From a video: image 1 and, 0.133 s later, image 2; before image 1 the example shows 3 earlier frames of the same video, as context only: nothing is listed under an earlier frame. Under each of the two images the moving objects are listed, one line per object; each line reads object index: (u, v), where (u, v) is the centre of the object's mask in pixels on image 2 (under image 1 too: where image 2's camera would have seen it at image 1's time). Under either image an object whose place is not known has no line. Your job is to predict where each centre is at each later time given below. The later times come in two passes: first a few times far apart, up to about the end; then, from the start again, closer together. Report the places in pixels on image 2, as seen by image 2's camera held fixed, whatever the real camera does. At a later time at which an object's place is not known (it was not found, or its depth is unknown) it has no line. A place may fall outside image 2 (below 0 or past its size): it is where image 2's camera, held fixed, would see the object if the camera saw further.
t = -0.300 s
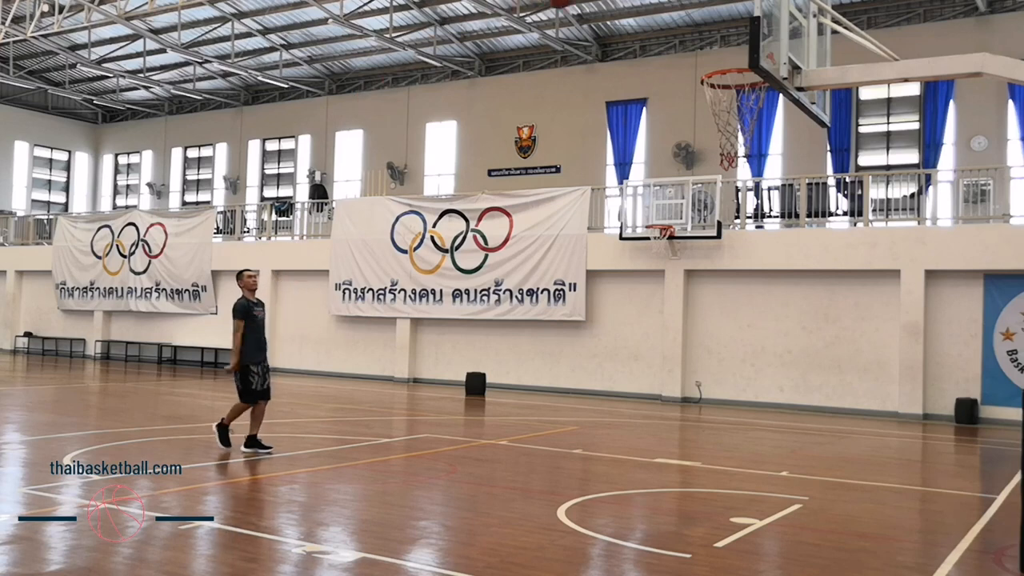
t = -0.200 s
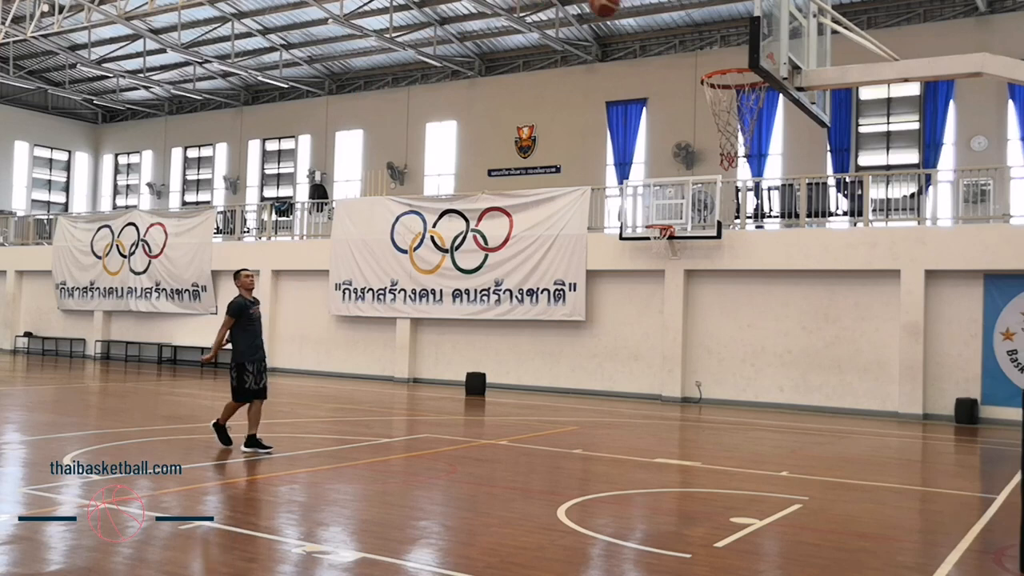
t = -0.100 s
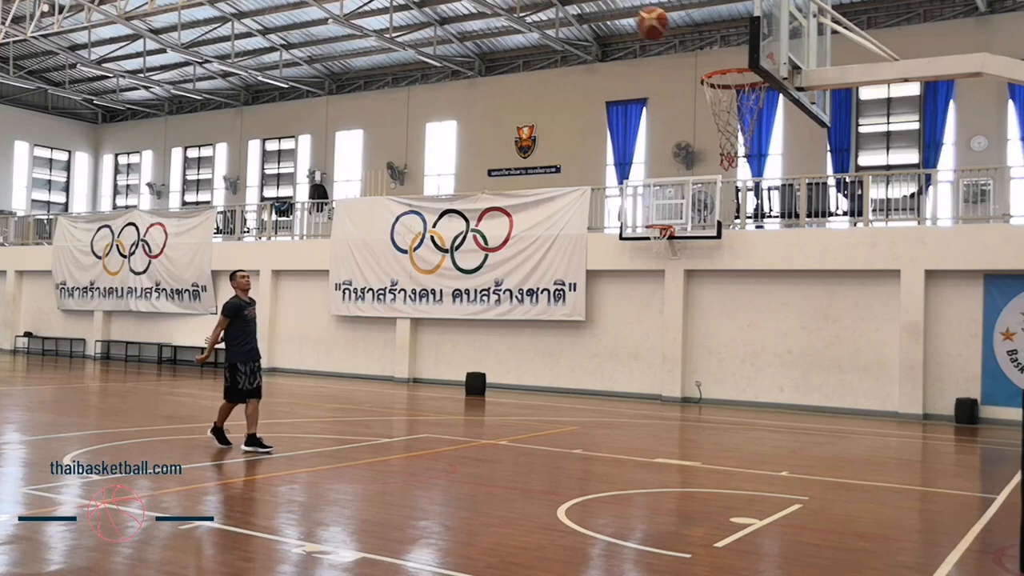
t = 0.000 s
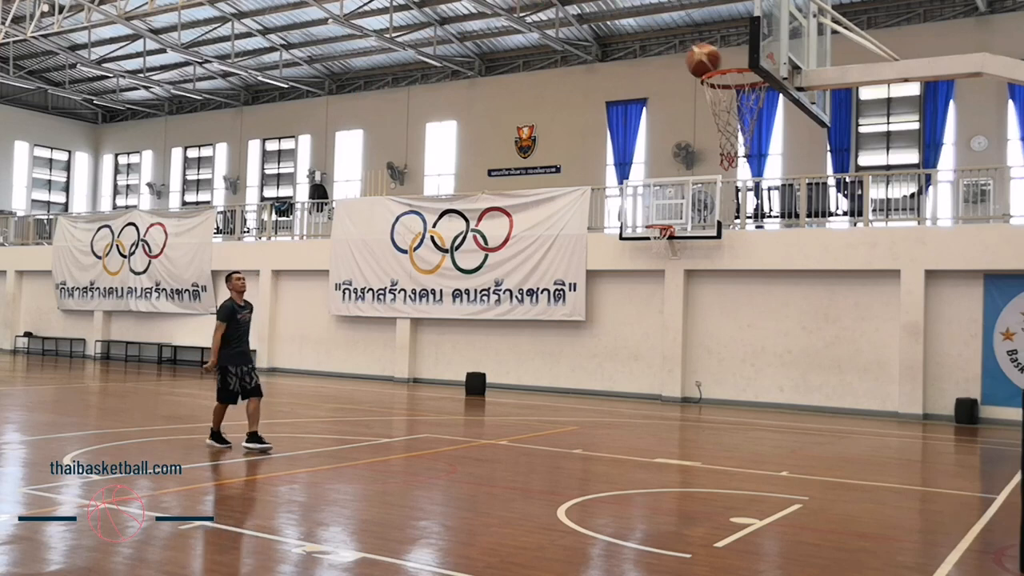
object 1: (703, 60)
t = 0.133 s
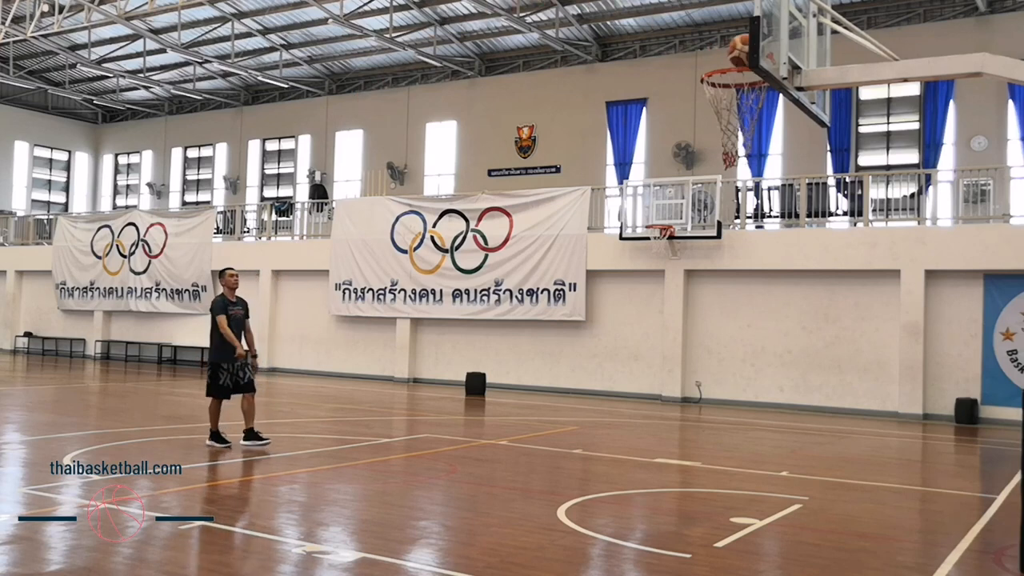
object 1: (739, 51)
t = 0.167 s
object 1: (744, 52)
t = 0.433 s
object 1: (728, 45)
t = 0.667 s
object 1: (711, 55)
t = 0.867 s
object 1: (719, 71)
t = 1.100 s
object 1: (738, 123)
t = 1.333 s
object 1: (744, 211)
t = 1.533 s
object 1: (748, 342)
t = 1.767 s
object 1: (751, 456)
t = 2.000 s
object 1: (749, 309)
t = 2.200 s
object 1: (746, 243)
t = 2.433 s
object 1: (741, 236)
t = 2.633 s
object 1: (735, 292)
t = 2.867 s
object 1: (726, 436)
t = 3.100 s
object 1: (724, 412)
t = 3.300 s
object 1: (725, 327)
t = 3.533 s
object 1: (725, 301)
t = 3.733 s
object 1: (723, 343)
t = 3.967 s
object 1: (719, 469)
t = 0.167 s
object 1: (744, 52)
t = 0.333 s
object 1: (742, 39)
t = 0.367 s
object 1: (739, 40)
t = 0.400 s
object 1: (734, 41)
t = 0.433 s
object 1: (728, 45)
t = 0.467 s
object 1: (721, 50)
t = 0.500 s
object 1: (713, 56)
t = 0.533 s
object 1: (707, 61)
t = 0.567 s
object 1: (708, 58)
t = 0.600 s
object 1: (709, 56)
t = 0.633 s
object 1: (710, 55)
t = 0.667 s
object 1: (711, 55)
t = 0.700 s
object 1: (711, 57)
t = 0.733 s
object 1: (712, 59)
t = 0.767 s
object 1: (713, 64)
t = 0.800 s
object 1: (714, 66)
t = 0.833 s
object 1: (717, 69)
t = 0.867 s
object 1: (719, 71)
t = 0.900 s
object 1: (722, 73)
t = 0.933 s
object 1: (724, 78)
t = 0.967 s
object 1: (727, 85)
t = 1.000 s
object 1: (729, 91)
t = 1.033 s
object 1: (733, 101)
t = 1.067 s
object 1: (734, 111)
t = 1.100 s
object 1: (738, 123)
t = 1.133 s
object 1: (739, 135)
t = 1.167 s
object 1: (740, 145)
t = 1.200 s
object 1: (741, 155)
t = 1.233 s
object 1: (742, 165)
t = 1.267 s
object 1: (742, 179)
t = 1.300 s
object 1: (743, 194)
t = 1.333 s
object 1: (744, 211)
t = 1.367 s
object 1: (745, 228)
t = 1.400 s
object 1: (746, 248)
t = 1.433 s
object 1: (747, 269)
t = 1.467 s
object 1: (747, 292)
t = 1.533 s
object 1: (748, 342)
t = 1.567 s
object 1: (749, 370)
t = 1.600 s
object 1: (750, 400)
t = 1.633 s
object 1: (750, 432)
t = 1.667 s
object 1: (750, 465)
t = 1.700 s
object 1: (751, 500)
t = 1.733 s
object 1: (751, 483)
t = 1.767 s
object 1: (751, 456)
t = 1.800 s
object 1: (751, 431)
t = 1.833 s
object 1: (751, 406)
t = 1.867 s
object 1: (751, 383)
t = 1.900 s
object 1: (750, 363)
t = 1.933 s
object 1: (750, 343)
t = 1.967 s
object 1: (749, 326)
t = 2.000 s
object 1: (749, 309)
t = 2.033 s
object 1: (749, 294)
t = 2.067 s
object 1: (748, 281)
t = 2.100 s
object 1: (748, 269)
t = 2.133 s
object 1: (747, 259)
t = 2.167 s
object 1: (747, 250)
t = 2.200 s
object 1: (746, 243)
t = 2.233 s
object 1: (745, 237)
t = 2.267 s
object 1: (745, 233)
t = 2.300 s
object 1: (744, 230)
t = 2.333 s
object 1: (744, 229)
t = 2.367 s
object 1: (743, 230)
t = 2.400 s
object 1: (742, 232)
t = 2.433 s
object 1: (741, 236)
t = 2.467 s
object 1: (740, 241)
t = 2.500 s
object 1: (739, 248)
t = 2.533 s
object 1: (738, 256)
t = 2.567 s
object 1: (737, 266)
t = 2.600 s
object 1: (736, 278)
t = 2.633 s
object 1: (735, 292)
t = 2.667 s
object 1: (734, 307)
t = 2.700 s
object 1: (733, 324)
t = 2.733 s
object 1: (731, 343)
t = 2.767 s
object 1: (730, 363)
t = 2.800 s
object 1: (729, 385)
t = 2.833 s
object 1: (728, 410)
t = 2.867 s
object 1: (726, 436)
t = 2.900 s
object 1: (725, 463)
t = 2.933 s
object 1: (723, 492)
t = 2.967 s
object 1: (722, 499)
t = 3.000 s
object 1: (722, 475)
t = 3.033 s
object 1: (723, 452)
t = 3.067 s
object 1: (723, 431)
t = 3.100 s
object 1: (724, 412)
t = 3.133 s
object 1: (724, 394)
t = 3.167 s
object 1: (724, 377)
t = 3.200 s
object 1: (724, 362)
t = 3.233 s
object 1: (724, 349)
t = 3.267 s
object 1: (725, 337)
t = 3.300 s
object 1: (725, 327)
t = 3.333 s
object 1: (725, 318)
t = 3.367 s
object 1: (725, 312)
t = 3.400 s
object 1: (725, 306)
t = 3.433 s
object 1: (725, 303)
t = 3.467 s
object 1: (725, 300)
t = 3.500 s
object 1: (725, 300)
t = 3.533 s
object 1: (725, 301)
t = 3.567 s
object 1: (725, 304)
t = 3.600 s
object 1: (724, 308)
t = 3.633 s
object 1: (724, 314)
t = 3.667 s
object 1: (724, 322)
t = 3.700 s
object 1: (724, 331)
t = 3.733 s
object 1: (723, 343)
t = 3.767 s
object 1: (723, 355)
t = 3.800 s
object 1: (723, 370)
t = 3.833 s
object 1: (722, 386)
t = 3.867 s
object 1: (722, 404)
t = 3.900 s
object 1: (721, 424)
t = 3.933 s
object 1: (720, 446)
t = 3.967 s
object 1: (719, 469)
